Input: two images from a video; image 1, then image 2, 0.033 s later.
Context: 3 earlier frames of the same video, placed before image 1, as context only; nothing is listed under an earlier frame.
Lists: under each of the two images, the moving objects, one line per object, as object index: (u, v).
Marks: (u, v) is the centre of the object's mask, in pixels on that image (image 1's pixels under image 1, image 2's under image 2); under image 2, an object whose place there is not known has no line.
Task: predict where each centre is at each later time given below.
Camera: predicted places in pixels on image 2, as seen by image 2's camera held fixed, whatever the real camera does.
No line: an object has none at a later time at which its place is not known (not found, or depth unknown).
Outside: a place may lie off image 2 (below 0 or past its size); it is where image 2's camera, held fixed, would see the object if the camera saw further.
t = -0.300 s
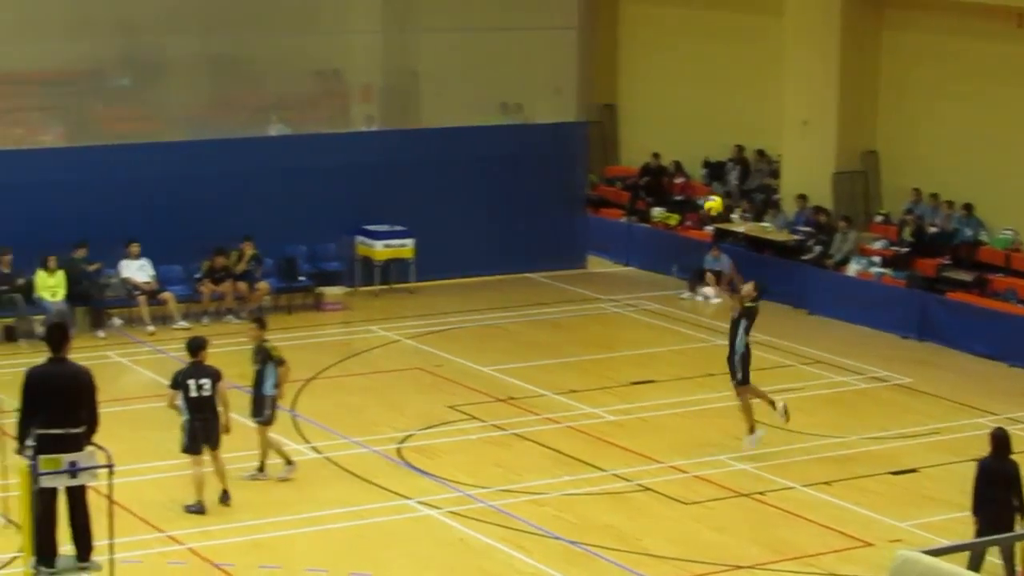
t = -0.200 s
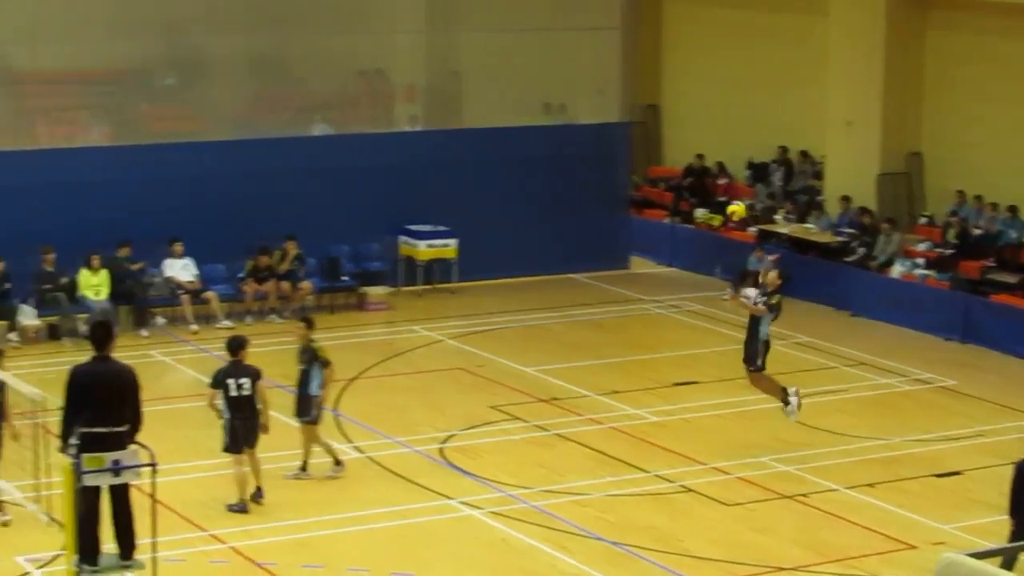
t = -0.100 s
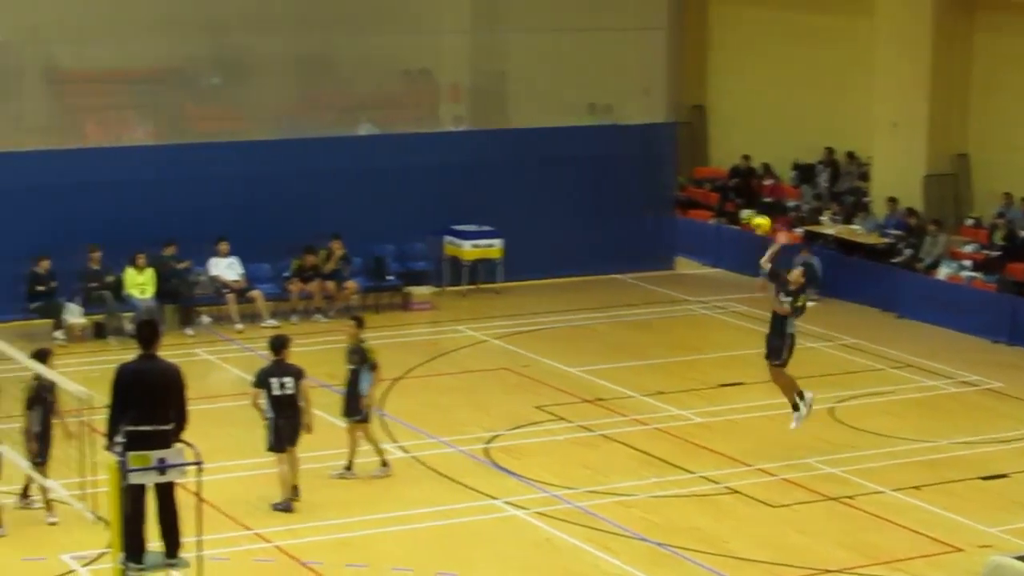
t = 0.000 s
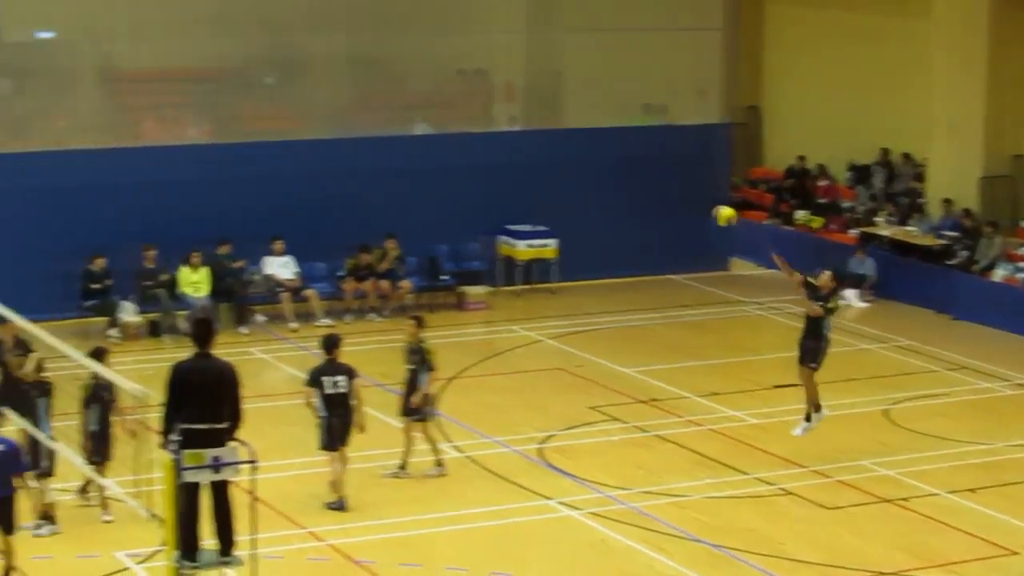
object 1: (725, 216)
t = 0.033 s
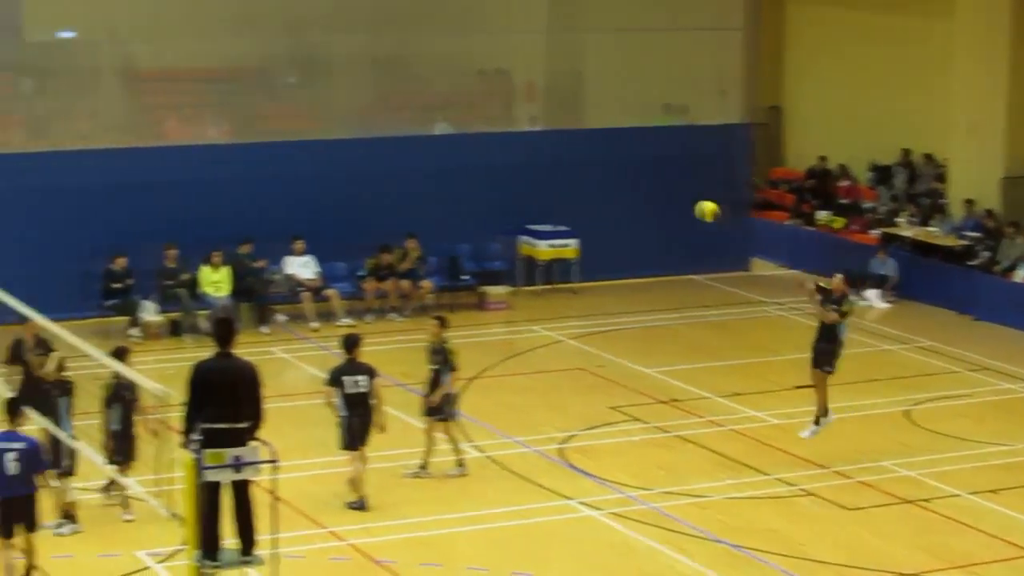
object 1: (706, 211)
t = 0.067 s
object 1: (668, 206)
